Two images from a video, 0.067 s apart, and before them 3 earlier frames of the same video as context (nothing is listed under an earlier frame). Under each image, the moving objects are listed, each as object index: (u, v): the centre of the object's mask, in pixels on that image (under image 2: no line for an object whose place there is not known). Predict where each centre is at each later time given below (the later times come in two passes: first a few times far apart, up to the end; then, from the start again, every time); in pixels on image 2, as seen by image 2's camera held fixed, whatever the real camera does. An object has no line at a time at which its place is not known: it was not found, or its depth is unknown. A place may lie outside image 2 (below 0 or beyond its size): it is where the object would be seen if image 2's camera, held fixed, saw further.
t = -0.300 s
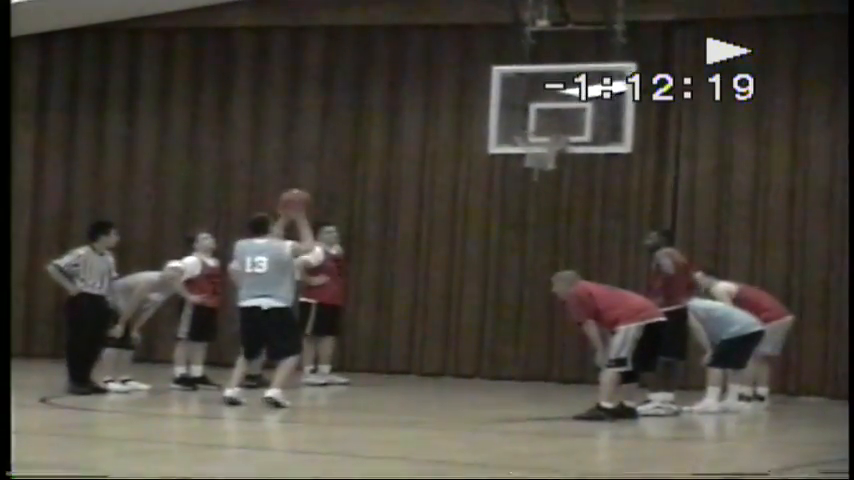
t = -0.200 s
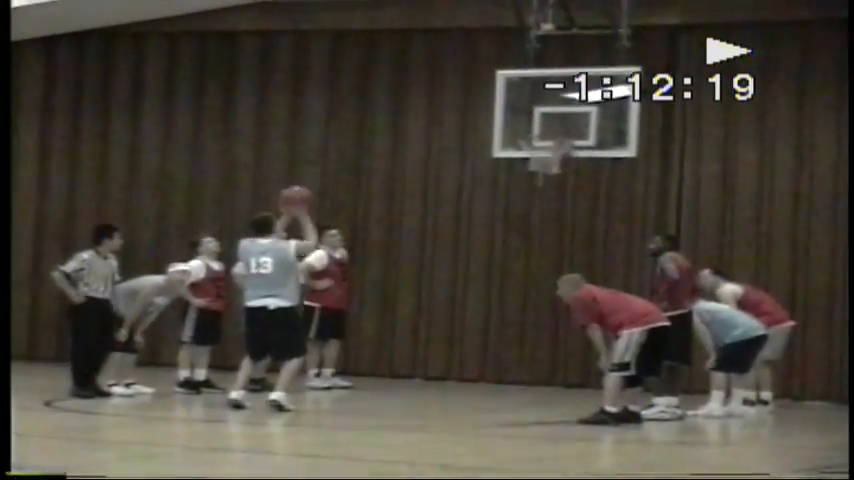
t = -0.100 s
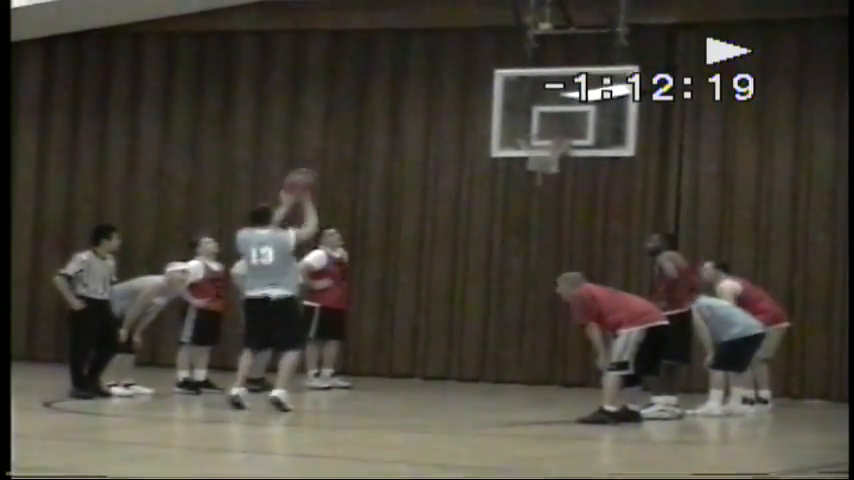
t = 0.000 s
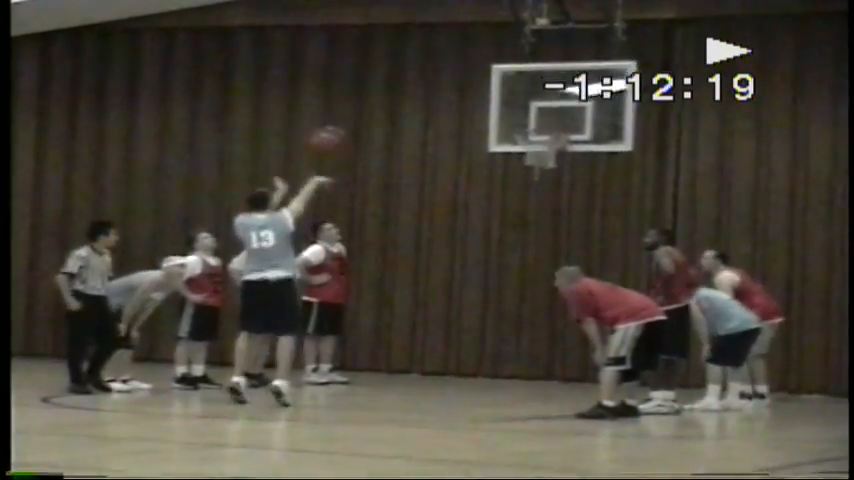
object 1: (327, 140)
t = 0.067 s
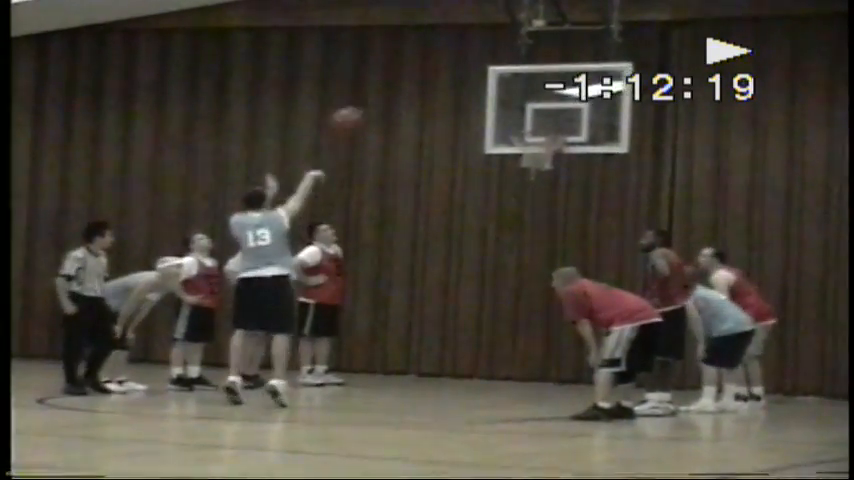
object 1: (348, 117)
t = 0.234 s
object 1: (405, 80)
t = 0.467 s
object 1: (472, 72)
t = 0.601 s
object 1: (510, 94)
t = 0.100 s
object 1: (359, 109)
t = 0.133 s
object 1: (372, 100)
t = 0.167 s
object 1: (383, 94)
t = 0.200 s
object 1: (394, 88)
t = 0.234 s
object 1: (405, 80)
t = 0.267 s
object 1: (419, 75)
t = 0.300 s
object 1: (425, 76)
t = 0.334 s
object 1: (434, 71)
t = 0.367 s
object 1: (445, 71)
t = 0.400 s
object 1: (455, 69)
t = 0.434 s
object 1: (463, 71)
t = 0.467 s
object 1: (472, 72)
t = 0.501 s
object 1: (482, 77)
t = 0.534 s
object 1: (492, 80)
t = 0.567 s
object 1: (503, 87)
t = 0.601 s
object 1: (510, 94)
